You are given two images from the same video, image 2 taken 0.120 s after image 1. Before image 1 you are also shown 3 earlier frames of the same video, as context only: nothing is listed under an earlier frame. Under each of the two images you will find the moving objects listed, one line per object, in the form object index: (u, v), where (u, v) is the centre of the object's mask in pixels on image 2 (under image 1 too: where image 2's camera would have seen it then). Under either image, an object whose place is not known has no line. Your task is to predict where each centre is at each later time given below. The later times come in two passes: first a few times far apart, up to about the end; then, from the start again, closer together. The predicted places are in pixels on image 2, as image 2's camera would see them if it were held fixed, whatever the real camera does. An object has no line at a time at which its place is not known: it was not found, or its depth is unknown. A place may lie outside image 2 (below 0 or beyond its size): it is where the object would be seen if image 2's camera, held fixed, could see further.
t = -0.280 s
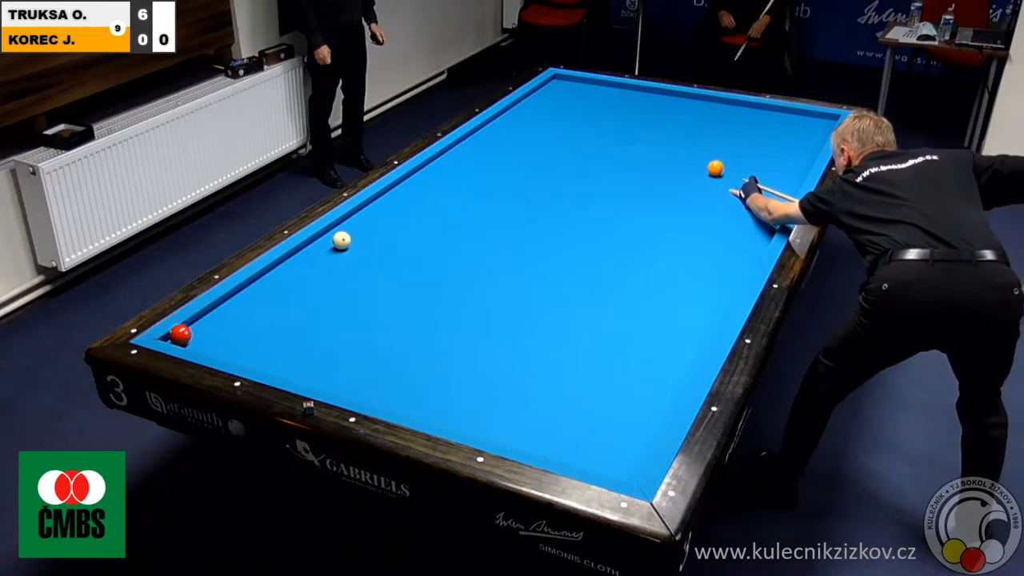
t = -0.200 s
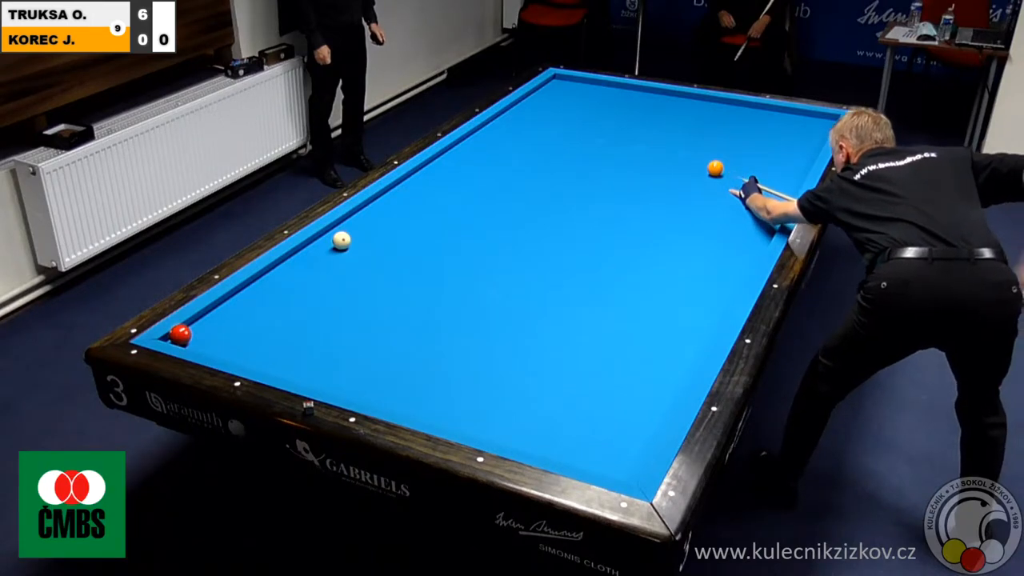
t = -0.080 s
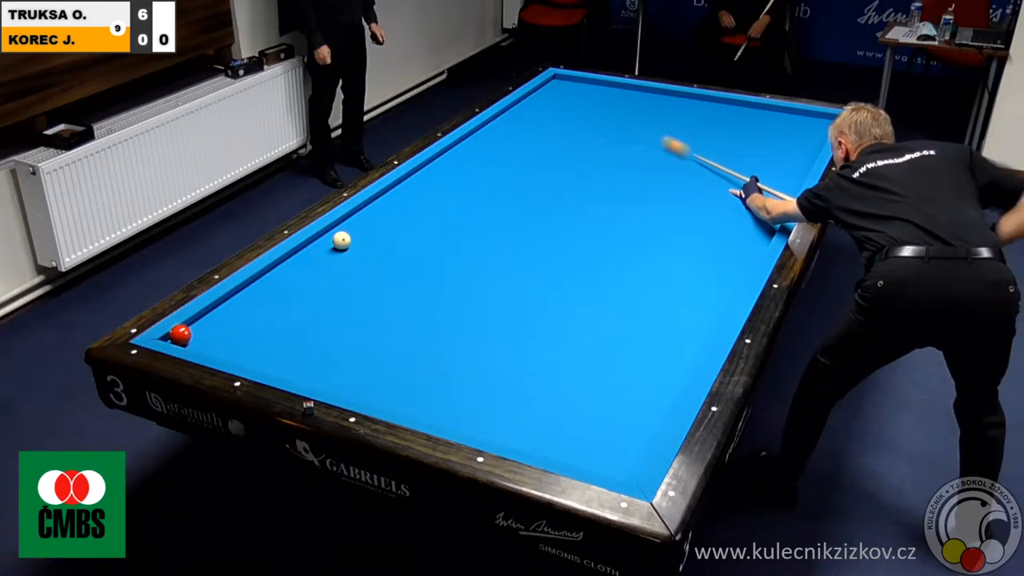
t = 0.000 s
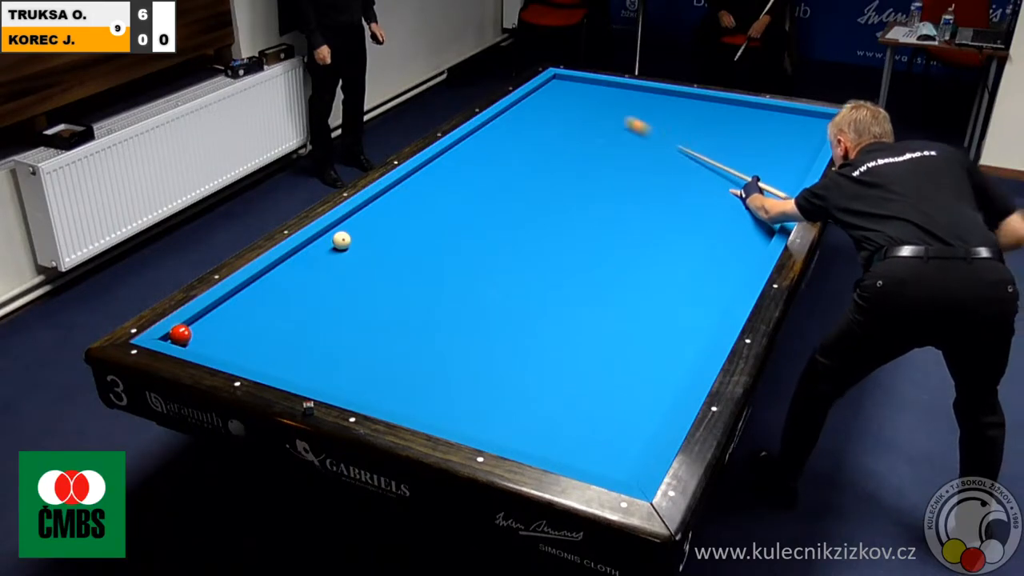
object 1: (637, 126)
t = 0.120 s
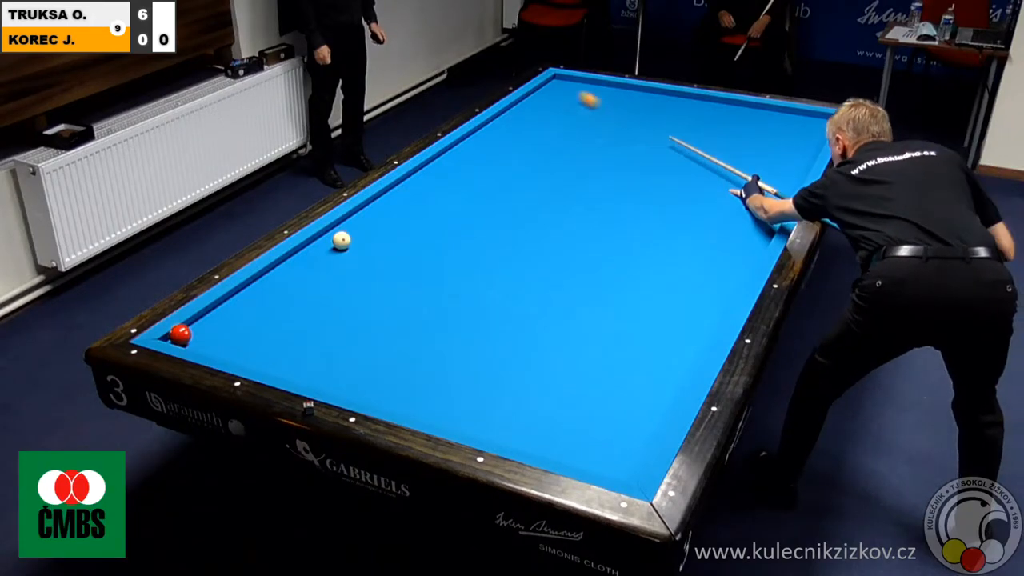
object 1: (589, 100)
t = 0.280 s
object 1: (573, 79)
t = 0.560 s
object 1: (640, 119)
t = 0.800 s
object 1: (699, 152)
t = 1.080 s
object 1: (778, 198)
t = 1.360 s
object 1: (695, 224)
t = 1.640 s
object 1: (601, 252)
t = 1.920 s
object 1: (497, 284)
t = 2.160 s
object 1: (399, 313)
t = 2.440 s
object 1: (269, 353)
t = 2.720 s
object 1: (229, 314)
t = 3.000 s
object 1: (286, 290)
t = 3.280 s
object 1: (358, 272)
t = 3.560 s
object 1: (424, 256)
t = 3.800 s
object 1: (476, 243)
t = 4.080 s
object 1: (533, 230)
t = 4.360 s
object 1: (586, 217)
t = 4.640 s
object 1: (636, 205)
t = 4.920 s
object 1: (682, 194)
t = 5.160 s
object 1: (719, 185)
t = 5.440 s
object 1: (760, 175)
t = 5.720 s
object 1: (798, 166)
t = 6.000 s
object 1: (800, 155)
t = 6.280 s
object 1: (792, 144)
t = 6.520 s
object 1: (786, 135)
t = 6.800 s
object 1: (779, 126)
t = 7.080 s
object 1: (773, 117)
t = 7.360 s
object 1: (767, 109)
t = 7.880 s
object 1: (752, 109)
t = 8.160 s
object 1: (743, 112)
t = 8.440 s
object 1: (735, 114)
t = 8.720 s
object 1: (728, 116)
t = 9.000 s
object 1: (721, 118)
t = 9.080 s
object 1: (719, 119)
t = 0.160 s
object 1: (575, 92)
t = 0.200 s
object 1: (562, 85)
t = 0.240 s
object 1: (556, 79)
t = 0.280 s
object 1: (573, 79)
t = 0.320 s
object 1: (582, 84)
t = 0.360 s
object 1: (592, 90)
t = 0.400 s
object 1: (602, 96)
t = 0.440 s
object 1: (611, 101)
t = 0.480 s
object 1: (621, 107)
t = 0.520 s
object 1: (631, 113)
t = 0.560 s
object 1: (640, 119)
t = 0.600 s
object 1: (650, 124)
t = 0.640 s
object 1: (660, 130)
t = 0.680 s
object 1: (669, 135)
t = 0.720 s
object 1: (679, 141)
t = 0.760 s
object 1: (689, 146)
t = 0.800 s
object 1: (699, 152)
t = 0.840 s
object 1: (709, 158)
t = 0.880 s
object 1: (720, 164)
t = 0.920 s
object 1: (731, 171)
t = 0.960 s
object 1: (742, 177)
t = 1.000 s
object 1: (754, 184)
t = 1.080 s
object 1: (778, 198)
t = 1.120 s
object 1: (779, 204)
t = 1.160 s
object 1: (764, 207)
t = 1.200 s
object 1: (749, 210)
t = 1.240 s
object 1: (735, 213)
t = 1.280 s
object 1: (721, 217)
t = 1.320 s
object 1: (708, 220)
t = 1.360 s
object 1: (695, 224)
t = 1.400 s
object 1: (682, 228)
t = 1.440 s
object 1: (668, 232)
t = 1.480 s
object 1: (655, 236)
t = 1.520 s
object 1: (642, 240)
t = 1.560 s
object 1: (628, 244)
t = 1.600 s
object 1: (615, 248)
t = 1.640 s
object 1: (601, 252)
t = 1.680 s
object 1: (587, 257)
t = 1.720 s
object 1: (573, 261)
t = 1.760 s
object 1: (558, 265)
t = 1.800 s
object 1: (543, 270)
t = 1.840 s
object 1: (528, 274)
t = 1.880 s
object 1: (513, 279)
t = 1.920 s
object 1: (497, 284)
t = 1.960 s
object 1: (481, 289)
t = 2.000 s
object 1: (465, 293)
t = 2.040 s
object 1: (449, 298)
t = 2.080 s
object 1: (432, 303)
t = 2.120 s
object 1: (416, 308)
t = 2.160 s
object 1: (399, 313)
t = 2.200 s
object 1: (381, 319)
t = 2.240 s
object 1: (363, 324)
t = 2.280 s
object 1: (345, 330)
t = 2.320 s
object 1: (326, 335)
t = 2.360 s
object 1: (307, 341)
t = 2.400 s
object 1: (288, 347)
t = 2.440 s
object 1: (269, 353)
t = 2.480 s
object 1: (251, 357)
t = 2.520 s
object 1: (240, 354)
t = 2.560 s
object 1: (238, 345)
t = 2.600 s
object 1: (237, 337)
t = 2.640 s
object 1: (235, 329)
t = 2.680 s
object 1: (232, 321)
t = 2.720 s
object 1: (229, 314)
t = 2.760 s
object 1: (226, 307)
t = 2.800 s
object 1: (228, 302)
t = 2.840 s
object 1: (240, 300)
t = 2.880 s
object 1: (253, 298)
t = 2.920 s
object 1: (264, 295)
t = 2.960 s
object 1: (275, 292)
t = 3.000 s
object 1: (286, 290)
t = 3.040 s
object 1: (297, 287)
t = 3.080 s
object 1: (307, 284)
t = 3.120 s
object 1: (318, 282)
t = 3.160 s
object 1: (328, 279)
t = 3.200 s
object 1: (338, 277)
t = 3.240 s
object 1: (348, 275)
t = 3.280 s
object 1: (358, 272)
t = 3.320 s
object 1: (368, 270)
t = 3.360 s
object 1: (377, 268)
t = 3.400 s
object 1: (387, 265)
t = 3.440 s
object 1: (396, 263)
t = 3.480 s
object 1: (406, 260)
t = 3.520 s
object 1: (415, 258)
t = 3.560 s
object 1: (424, 256)
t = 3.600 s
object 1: (433, 254)
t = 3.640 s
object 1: (441, 252)
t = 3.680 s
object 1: (450, 250)
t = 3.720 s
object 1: (459, 247)
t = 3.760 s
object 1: (467, 246)
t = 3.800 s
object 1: (476, 243)
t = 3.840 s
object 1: (484, 241)
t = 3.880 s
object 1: (493, 239)
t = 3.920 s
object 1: (501, 237)
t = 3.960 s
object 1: (509, 235)
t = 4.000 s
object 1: (517, 234)
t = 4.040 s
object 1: (525, 232)
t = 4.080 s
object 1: (533, 230)
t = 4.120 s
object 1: (541, 228)
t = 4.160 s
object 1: (549, 226)
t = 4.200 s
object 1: (556, 224)
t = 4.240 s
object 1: (564, 222)
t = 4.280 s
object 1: (572, 220)
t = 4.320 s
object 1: (579, 219)
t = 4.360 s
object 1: (586, 217)
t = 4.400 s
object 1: (594, 215)
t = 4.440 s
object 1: (601, 214)
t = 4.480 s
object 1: (608, 212)
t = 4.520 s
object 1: (615, 210)
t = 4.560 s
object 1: (622, 208)
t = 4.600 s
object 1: (629, 207)
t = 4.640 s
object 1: (636, 205)
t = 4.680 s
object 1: (642, 203)
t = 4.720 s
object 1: (649, 202)
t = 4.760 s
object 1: (656, 200)
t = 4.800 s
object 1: (662, 199)
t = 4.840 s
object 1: (669, 197)
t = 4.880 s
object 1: (675, 195)
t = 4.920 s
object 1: (682, 194)
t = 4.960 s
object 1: (688, 192)
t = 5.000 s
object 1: (695, 191)
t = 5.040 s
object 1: (701, 189)
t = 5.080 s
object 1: (707, 188)
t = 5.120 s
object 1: (713, 186)
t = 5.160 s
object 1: (719, 185)
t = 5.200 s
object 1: (725, 183)
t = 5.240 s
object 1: (731, 182)
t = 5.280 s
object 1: (737, 180)
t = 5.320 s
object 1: (743, 179)
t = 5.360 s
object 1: (749, 178)
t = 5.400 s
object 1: (754, 177)
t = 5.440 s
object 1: (760, 175)
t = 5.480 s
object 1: (766, 174)
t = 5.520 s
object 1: (771, 172)
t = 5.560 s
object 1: (776, 171)
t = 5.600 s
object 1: (782, 170)
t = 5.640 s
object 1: (787, 169)
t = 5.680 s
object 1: (793, 167)
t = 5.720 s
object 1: (798, 166)
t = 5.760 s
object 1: (802, 165)
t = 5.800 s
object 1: (805, 164)
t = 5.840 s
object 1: (805, 162)
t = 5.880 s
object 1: (804, 159)
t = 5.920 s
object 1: (802, 157)
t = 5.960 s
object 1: (801, 156)
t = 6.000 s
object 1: (800, 155)
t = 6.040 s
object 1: (798, 153)
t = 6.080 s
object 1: (797, 152)
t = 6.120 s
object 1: (796, 150)
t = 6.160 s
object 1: (795, 149)
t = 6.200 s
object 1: (794, 147)
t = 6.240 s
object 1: (793, 146)
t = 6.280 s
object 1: (792, 144)
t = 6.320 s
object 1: (791, 143)
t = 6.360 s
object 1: (790, 141)
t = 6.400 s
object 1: (789, 140)
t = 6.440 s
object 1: (788, 138)
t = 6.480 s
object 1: (787, 137)
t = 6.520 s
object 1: (786, 135)
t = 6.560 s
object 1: (785, 134)
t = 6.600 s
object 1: (784, 133)
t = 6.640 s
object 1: (783, 131)
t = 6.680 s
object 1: (782, 130)
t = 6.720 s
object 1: (781, 129)
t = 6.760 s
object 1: (780, 127)
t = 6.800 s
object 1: (779, 126)
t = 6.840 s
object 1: (778, 125)
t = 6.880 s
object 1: (777, 123)
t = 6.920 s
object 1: (776, 122)
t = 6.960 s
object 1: (776, 121)
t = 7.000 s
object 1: (774, 120)
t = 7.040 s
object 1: (774, 118)
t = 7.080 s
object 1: (773, 117)
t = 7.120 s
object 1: (772, 116)
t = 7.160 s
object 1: (771, 115)
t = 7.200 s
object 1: (770, 114)
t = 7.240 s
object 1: (769, 112)
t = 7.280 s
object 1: (769, 111)
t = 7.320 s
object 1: (767, 110)
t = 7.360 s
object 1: (767, 109)
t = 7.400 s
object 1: (766, 108)
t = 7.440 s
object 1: (764, 107)
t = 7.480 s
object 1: (761, 106)
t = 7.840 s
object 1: (753, 106)
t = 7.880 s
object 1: (752, 109)
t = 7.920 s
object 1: (750, 110)
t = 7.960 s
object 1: (749, 110)
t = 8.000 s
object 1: (748, 111)
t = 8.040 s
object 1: (747, 111)
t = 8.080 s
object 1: (746, 111)
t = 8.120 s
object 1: (745, 112)
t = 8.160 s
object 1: (743, 112)
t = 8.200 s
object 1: (742, 112)
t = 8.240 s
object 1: (741, 113)
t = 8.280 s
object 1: (740, 113)
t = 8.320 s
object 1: (739, 113)
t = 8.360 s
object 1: (737, 114)
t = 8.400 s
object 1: (736, 114)
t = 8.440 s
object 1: (735, 114)
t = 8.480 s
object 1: (734, 114)
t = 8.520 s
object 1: (733, 115)
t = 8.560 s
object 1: (732, 115)
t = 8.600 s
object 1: (731, 115)
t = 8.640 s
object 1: (730, 116)
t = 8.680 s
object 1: (729, 116)
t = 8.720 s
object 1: (728, 116)
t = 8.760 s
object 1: (727, 117)
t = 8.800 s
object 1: (726, 117)
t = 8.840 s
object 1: (725, 117)
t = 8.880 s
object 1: (724, 118)
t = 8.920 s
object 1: (723, 118)
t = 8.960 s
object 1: (722, 118)
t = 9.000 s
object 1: (721, 118)
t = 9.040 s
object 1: (720, 119)
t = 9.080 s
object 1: (719, 119)
